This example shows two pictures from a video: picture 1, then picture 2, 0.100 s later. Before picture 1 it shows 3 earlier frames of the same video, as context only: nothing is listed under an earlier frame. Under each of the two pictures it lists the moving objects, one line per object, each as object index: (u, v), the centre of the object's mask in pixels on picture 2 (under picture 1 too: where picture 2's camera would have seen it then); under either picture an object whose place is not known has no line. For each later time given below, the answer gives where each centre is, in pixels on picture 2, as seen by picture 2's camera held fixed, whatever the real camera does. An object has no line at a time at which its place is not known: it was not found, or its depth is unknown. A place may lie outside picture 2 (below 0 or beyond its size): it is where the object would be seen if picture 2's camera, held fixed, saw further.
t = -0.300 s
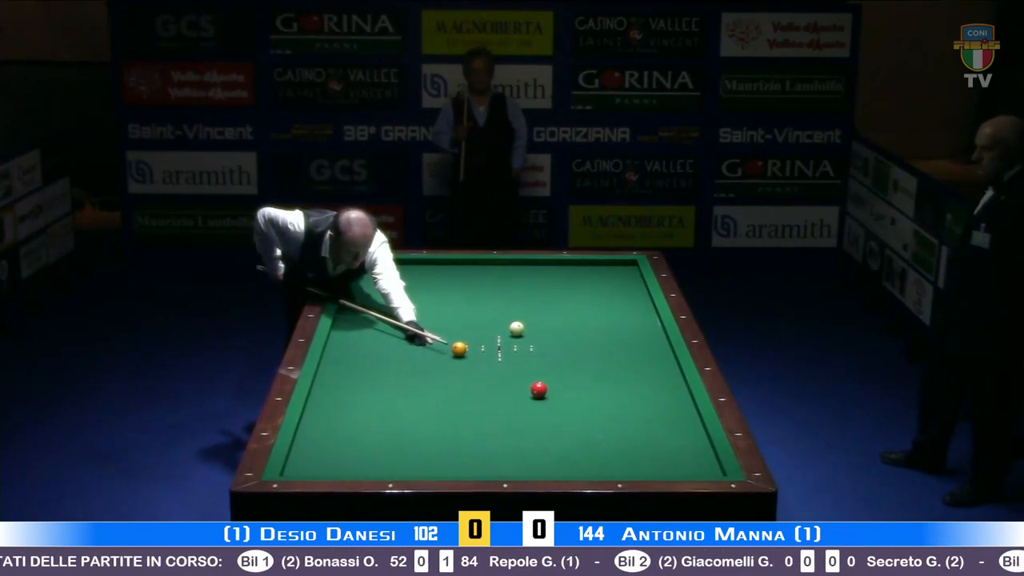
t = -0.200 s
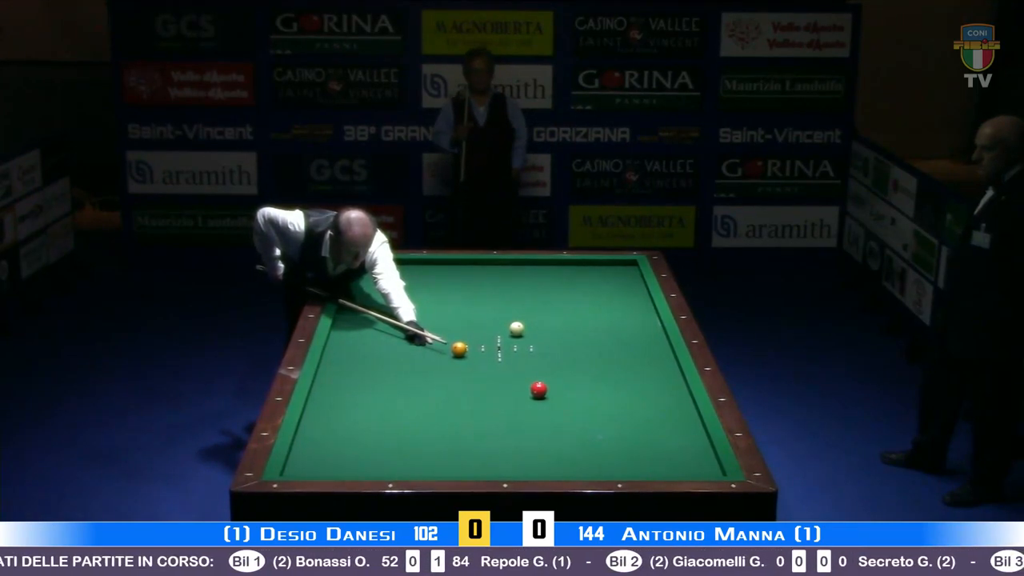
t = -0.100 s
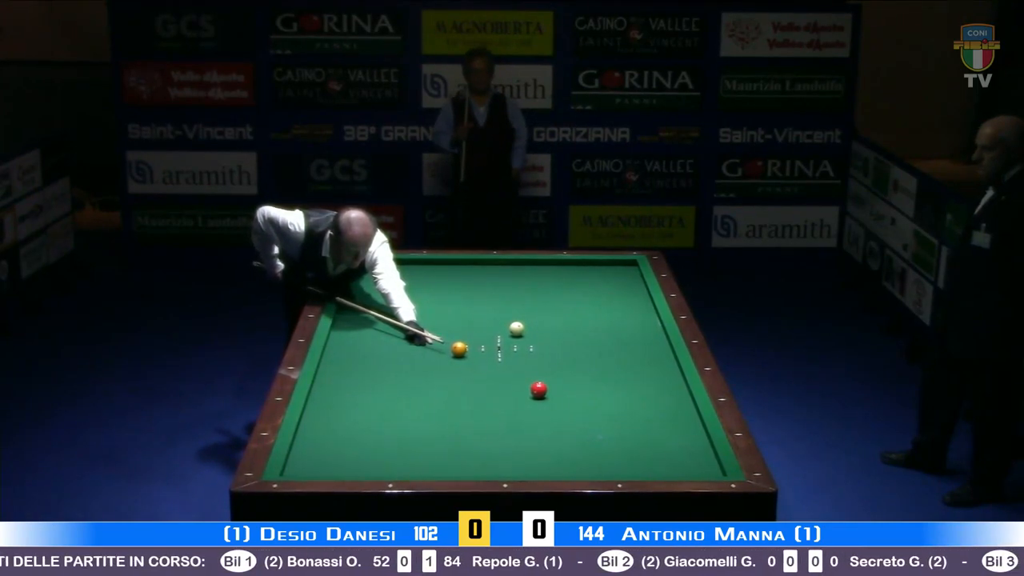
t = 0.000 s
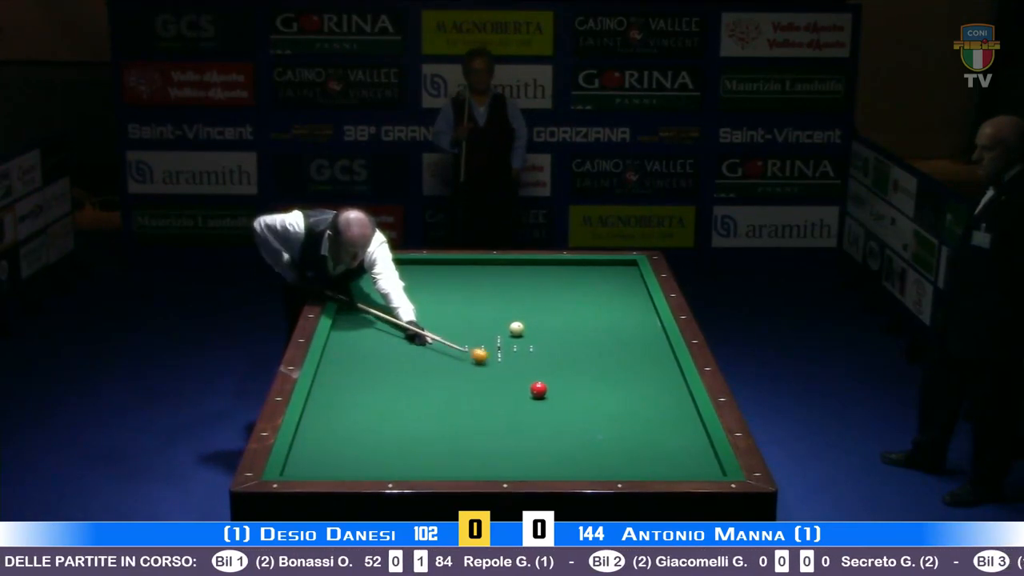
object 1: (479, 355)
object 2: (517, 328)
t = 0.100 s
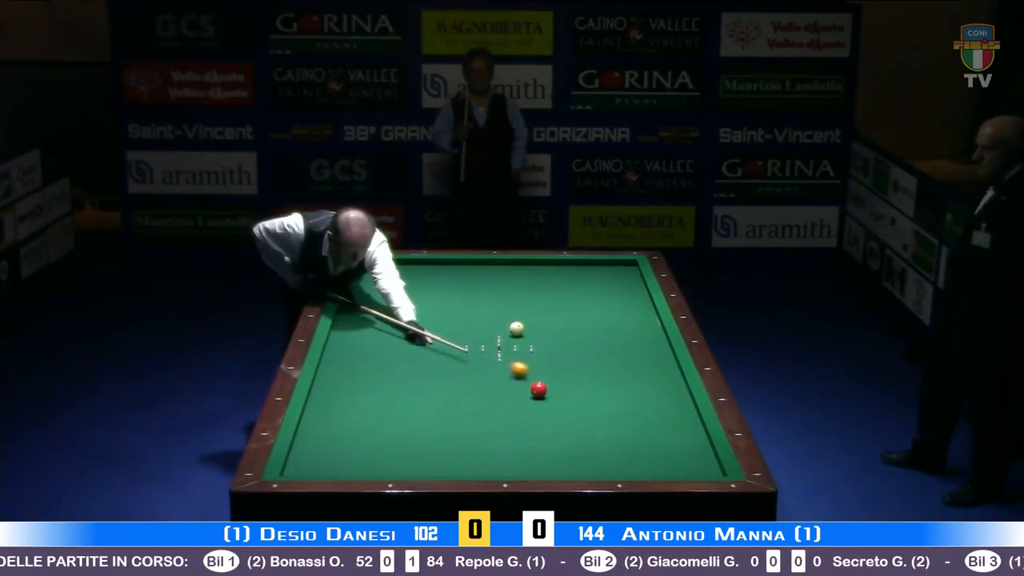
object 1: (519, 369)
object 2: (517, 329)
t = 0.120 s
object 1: (527, 371)
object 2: (517, 328)
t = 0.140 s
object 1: (534, 374)
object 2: (517, 328)
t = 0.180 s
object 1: (550, 379)
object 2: (517, 328)
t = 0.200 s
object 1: (557, 382)
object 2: (517, 329)
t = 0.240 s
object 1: (572, 388)
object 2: (517, 328)
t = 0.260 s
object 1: (580, 390)
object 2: (517, 329)
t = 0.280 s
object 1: (588, 393)
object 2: (517, 328)
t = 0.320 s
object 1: (603, 399)
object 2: (517, 328)
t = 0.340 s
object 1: (611, 401)
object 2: (517, 328)
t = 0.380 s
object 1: (627, 407)
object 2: (517, 328)
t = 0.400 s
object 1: (635, 410)
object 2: (516, 328)
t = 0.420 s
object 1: (643, 413)
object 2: (516, 328)
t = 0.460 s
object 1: (660, 419)
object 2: (517, 328)
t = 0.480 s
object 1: (668, 421)
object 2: (517, 328)
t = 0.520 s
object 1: (685, 428)
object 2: (517, 328)
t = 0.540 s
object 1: (694, 431)
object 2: (517, 328)
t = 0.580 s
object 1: (696, 438)
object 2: (517, 328)
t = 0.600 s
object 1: (690, 441)
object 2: (517, 328)
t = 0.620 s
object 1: (685, 444)
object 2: (517, 329)
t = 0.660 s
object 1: (676, 451)
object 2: (517, 328)
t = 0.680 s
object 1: (671, 454)
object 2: (517, 328)
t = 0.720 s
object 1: (662, 461)
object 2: (517, 328)
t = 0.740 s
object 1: (657, 464)
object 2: (517, 328)
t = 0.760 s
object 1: (653, 467)
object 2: (517, 328)
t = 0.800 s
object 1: (645, 471)
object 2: (517, 328)
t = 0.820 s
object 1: (638, 470)
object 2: (517, 329)
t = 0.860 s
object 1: (625, 467)
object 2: (517, 328)
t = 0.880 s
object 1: (617, 465)
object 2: (516, 329)
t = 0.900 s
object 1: (611, 463)
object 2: (517, 329)
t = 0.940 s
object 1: (598, 457)
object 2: (517, 328)
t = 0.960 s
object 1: (592, 455)
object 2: (517, 328)
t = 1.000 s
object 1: (579, 451)
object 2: (517, 328)
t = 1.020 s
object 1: (573, 448)
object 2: (517, 329)
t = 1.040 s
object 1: (567, 446)
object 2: (517, 328)
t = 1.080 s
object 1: (556, 442)
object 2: (517, 328)
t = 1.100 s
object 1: (550, 440)
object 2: (517, 328)
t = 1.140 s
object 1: (538, 437)
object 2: (517, 328)
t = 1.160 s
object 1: (533, 435)
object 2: (517, 328)
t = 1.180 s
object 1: (527, 434)
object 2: (516, 328)
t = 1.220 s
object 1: (516, 430)
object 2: (517, 328)
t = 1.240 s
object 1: (511, 428)
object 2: (517, 329)
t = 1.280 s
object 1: (500, 425)
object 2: (517, 328)
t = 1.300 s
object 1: (495, 423)
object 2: (517, 328)
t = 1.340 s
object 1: (484, 420)
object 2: (517, 329)
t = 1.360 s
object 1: (479, 418)
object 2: (517, 328)
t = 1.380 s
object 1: (473, 417)
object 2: (517, 328)
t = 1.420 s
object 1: (463, 413)
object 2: (517, 328)
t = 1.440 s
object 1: (458, 412)
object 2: (517, 328)
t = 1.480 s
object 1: (448, 408)
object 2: (517, 328)
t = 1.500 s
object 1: (443, 407)
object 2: (517, 328)
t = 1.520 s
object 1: (438, 405)
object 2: (517, 328)
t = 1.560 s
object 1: (428, 402)
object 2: (517, 328)
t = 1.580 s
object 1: (423, 401)
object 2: (517, 328)
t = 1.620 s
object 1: (413, 398)
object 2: (517, 328)
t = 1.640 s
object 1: (409, 397)
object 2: (517, 328)
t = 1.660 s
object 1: (404, 395)
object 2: (517, 328)
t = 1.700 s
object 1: (394, 392)
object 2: (517, 328)
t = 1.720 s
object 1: (390, 391)
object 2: (516, 328)
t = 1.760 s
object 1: (381, 388)
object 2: (516, 328)
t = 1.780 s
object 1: (376, 387)
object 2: (517, 329)
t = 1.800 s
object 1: (372, 385)
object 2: (517, 328)
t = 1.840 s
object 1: (363, 382)
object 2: (517, 328)
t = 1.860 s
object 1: (358, 381)
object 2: (516, 328)
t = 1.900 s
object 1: (349, 378)
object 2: (517, 328)
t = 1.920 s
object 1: (345, 377)
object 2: (516, 328)
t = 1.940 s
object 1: (341, 376)
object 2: (517, 328)
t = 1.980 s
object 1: (332, 373)
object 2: (517, 328)
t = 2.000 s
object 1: (328, 372)
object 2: (517, 328)
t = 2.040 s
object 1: (325, 369)
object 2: (517, 328)
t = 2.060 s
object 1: (329, 367)
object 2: (517, 328)
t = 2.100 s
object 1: (337, 365)
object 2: (517, 328)
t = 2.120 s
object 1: (341, 364)
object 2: (516, 328)
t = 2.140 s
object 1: (345, 362)
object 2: (516, 328)
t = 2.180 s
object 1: (351, 360)
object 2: (516, 329)
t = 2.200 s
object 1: (354, 359)
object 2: (516, 328)
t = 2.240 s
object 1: (360, 356)
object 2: (517, 328)
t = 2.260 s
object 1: (363, 355)
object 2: (517, 328)
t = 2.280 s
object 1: (365, 354)
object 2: (516, 328)
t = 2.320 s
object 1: (371, 351)
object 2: (517, 328)
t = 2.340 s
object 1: (374, 351)
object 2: (516, 328)
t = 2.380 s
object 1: (379, 348)
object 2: (516, 328)
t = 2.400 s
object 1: (382, 347)
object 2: (517, 328)
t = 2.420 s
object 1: (385, 346)
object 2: (517, 328)
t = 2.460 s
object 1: (390, 343)
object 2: (517, 328)
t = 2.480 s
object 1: (392, 342)
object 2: (516, 328)
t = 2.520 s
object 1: (398, 340)
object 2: (517, 328)
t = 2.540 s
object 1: (401, 339)
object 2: (516, 328)
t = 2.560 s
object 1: (403, 338)
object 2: (517, 328)
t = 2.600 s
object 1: (409, 336)
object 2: (517, 328)
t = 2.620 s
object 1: (411, 335)
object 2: (517, 328)
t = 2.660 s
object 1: (416, 332)
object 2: (517, 328)
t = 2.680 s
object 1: (419, 331)
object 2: (517, 328)
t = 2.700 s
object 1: (421, 330)
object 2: (517, 328)
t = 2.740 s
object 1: (426, 329)
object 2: (517, 329)
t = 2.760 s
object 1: (428, 327)
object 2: (517, 328)
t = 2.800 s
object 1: (433, 325)
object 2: (517, 328)
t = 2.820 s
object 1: (436, 324)
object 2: (517, 328)
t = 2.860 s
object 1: (440, 322)
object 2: (517, 328)
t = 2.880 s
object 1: (443, 321)
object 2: (517, 328)
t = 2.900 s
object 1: (445, 320)
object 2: (517, 329)
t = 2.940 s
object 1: (450, 318)
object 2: (517, 328)
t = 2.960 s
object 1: (452, 317)
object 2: (516, 328)
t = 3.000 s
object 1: (457, 315)
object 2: (516, 328)
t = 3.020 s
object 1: (459, 314)
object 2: (516, 328)
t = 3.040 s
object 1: (461, 313)
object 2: (517, 328)
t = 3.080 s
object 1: (466, 311)
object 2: (517, 328)
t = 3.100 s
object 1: (468, 311)
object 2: (517, 328)
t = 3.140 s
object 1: (472, 309)
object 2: (517, 328)
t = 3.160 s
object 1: (474, 308)
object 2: (516, 328)
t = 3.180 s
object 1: (477, 307)
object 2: (517, 328)
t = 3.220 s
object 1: (481, 305)
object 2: (517, 328)
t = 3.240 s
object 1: (483, 304)
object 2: (517, 328)
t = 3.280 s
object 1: (487, 302)
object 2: (517, 328)
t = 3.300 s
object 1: (489, 301)
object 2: (517, 328)
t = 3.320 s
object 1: (491, 301)
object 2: (517, 328)
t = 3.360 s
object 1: (495, 299)
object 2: (517, 328)
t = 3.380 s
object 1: (498, 298)
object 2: (517, 328)
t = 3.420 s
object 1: (502, 296)
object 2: (517, 328)
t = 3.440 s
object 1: (504, 296)
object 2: (517, 329)
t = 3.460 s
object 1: (506, 294)
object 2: (517, 328)
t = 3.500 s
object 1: (510, 293)
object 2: (517, 329)
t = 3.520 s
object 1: (512, 292)
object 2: (517, 328)
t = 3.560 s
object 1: (516, 290)
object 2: (517, 328)
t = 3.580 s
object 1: (518, 290)
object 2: (517, 328)
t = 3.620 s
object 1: (521, 288)
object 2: (517, 328)
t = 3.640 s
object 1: (523, 287)
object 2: (516, 329)
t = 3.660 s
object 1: (525, 286)
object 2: (517, 328)
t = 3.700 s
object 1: (529, 285)
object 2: (516, 328)
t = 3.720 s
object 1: (531, 284)
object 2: (517, 328)
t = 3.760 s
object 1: (534, 283)
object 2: (517, 328)
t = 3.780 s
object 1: (536, 282)
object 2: (516, 329)
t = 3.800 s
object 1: (538, 281)
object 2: (516, 328)
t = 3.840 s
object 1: (542, 279)
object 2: (516, 328)
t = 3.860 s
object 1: (544, 278)
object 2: (517, 328)
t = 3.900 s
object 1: (547, 277)
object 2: (516, 328)
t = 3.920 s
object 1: (549, 276)
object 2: (517, 328)
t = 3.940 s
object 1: (550, 276)
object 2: (516, 328)
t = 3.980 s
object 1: (554, 274)
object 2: (516, 328)
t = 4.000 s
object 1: (556, 273)
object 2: (516, 329)
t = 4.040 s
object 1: (559, 272)
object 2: (516, 328)
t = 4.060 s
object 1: (561, 272)
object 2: (517, 328)
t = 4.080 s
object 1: (563, 270)
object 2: (517, 328)
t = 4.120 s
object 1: (566, 269)
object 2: (516, 328)
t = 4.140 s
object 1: (568, 268)
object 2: (516, 328)
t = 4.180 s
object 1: (571, 267)
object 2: (516, 328)
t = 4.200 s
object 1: (572, 266)
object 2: (516, 328)
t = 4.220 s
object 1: (574, 265)
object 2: (516, 328)
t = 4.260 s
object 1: (577, 264)
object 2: (516, 329)
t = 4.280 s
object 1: (579, 263)
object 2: (517, 328)
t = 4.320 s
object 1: (582, 262)
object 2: (516, 328)
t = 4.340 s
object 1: (584, 261)
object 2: (517, 328)
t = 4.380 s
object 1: (588, 262)
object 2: (517, 328)
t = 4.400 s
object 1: (590, 263)
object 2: (517, 328)
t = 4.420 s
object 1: (592, 263)
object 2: (516, 328)
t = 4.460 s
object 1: (596, 264)
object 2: (516, 328)
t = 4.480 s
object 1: (598, 264)
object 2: (517, 328)
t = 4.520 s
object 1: (603, 265)
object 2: (516, 329)
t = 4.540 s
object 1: (605, 266)
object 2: (517, 328)
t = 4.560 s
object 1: (607, 266)
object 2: (516, 328)
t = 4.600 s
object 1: (611, 267)
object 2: (517, 328)
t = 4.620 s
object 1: (613, 268)
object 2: (516, 328)
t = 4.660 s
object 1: (617, 268)
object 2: (516, 328)
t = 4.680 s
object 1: (619, 269)
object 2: (516, 328)
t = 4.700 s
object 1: (621, 269)
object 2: (517, 328)
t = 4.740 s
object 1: (625, 270)
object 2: (517, 328)
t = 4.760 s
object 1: (627, 271)
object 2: (516, 328)
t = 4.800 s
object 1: (632, 271)
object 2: (516, 328)
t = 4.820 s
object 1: (634, 272)
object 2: (516, 328)
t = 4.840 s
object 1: (635, 272)
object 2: (516, 328)
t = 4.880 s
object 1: (633, 273)
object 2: (517, 328)
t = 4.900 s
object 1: (632, 273)
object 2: (516, 328)
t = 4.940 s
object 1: (630, 274)
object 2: (516, 328)
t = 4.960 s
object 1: (629, 275)
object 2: (516, 328)
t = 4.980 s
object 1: (627, 275)
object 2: (517, 328)
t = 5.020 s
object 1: (626, 276)
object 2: (517, 328)
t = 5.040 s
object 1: (624, 276)
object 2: (516, 328)
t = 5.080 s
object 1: (623, 277)
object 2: (517, 328)
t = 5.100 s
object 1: (621, 278)
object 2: (516, 328)
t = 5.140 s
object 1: (619, 278)
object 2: (516, 328)
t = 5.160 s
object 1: (619, 279)
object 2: (516, 328)
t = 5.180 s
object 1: (618, 279)
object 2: (517, 328)
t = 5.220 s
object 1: (616, 280)
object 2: (517, 328)
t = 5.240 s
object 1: (614, 281)
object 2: (516, 328)
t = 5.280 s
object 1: (613, 281)
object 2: (517, 328)
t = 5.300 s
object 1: (611, 282)
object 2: (516, 328)
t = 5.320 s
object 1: (610, 283)
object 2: (517, 328)
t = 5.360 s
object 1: (609, 283)
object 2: (516, 329)
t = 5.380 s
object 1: (608, 284)
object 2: (516, 328)
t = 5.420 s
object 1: (606, 284)
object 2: (516, 328)
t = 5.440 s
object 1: (605, 285)
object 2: (516, 328)
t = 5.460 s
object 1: (604, 285)
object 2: (516, 329)
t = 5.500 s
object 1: (602, 286)
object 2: (516, 328)
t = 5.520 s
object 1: (601, 287)
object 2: (516, 329)
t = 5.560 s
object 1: (598, 288)
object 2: (516, 329)
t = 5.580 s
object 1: (598, 288)
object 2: (516, 328)
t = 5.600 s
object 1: (597, 289)
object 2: (517, 328)
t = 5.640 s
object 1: (595, 289)
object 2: (517, 328)
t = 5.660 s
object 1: (593, 290)
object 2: (516, 329)
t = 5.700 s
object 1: (591, 291)
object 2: (517, 328)
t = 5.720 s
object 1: (590, 291)
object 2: (516, 329)
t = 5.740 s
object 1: (590, 291)
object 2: (517, 328)
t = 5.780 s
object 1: (587, 293)
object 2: (516, 329)
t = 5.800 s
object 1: (586, 293)
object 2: (517, 328)
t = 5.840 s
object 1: (584, 294)
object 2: (517, 328)
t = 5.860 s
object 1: (583, 294)
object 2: (516, 328)
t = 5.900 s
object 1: (582, 295)
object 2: (517, 328)
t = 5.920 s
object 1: (580, 295)
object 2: (516, 328)
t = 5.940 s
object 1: (580, 296)
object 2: (517, 328)
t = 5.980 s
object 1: (577, 297)
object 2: (516, 328)
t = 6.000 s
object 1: (577, 297)
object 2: (517, 328)
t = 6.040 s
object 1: (574, 298)
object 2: (517, 328)
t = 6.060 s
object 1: (573, 298)
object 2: (517, 328)
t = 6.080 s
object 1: (572, 299)
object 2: (517, 329)
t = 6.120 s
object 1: (570, 300)
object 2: (516, 329)
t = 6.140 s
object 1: (569, 300)
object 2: (516, 328)
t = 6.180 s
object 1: (567, 301)
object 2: (516, 328)
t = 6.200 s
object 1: (566, 301)
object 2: (516, 328)
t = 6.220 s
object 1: (565, 302)
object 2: (516, 328)
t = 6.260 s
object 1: (563, 302)
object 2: (516, 328)
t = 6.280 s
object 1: (562, 303)
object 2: (516, 328)
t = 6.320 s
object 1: (560, 304)
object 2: (517, 328)
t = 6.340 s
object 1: (559, 304)
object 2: (517, 328)
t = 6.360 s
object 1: (558, 304)
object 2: (516, 328)
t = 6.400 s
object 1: (556, 305)
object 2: (516, 328)
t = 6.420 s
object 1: (555, 306)
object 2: (517, 328)
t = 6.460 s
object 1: (553, 307)
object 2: (517, 328)
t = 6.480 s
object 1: (552, 307)
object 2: (517, 328)
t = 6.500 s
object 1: (551, 308)
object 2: (516, 328)
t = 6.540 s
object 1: (549, 309)
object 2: (516, 328)
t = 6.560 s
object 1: (548, 309)
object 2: (516, 328)
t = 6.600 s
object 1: (546, 310)
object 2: (517, 328)
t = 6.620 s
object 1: (545, 310)
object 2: (517, 328)
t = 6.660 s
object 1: (543, 311)
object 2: (516, 328)
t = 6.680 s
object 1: (542, 312)
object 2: (517, 329)
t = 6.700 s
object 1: (541, 312)
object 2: (517, 329)
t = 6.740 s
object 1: (539, 313)
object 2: (516, 329)
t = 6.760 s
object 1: (538, 314)
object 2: (517, 329)
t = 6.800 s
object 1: (536, 314)
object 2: (517, 329)
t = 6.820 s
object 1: (534, 315)
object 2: (516, 328)
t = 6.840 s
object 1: (534, 315)
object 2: (517, 329)
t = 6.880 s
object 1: (532, 316)
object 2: (516, 329)
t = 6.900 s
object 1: (531, 316)
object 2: (516, 329)
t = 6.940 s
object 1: (529, 317)
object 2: (516, 329)
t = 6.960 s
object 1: (528, 317)
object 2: (516, 329)
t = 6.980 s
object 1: (527, 318)
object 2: (516, 329)
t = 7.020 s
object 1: (525, 318)
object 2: (516, 329)
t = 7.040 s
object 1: (524, 318)
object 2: (516, 329)
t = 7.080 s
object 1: (522, 319)
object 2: (516, 329)
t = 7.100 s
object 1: (521, 319)
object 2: (516, 329)
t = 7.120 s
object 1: (520, 319)
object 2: (516, 329)
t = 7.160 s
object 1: (518, 319)
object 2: (516, 329)
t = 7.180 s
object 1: (517, 319)
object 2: (516, 329)
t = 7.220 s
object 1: (513, 320)
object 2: (516, 329)
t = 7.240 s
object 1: (512, 321)
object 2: (516, 329)
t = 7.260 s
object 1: (511, 321)
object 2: (516, 328)
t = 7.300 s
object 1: (508, 323)
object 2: (516, 328)
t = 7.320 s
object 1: (507, 324)
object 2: (516, 329)
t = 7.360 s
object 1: (505, 325)
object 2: (517, 329)
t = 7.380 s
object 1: (505, 325)
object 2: (517, 329)
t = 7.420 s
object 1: (502, 326)
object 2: (517, 329)
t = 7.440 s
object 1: (501, 326)
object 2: (518, 330)
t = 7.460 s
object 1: (500, 326)
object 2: (518, 330)
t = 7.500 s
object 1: (497, 327)
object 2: (519, 330)
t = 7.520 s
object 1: (496, 327)
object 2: (519, 330)
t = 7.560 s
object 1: (494, 327)
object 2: (519, 331)
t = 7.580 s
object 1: (492, 327)
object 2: (519, 331)
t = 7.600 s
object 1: (491, 327)
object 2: (519, 331)
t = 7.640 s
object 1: (488, 328)
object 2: (520, 331)
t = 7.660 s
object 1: (487, 328)
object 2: (520, 331)
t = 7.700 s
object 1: (485, 328)
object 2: (520, 332)
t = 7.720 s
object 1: (484, 328)
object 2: (520, 332)
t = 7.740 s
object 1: (482, 329)
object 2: (521, 332)
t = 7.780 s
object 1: (480, 329)
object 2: (521, 332)
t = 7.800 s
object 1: (478, 330)
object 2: (521, 332)
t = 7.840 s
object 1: (476, 330)
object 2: (522, 333)
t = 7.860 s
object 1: (475, 330)
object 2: (522, 333)
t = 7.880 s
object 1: (474, 331)
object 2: (522, 333)
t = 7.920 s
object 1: (471, 331)
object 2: (522, 333)
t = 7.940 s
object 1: (470, 331)
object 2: (522, 333)
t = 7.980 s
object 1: (468, 332)
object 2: (523, 334)
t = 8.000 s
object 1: (466, 332)
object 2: (523, 334)
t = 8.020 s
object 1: (465, 332)
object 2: (523, 334)
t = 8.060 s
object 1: (463, 332)
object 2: (523, 334)
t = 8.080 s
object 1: (462, 332)
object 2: (524, 334)
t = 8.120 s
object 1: (459, 333)
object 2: (524, 334)
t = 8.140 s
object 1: (458, 333)
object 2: (524, 334)
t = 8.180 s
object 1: (455, 333)
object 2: (524, 335)
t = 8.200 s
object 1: (454, 334)
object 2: (525, 335)
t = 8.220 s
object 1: (453, 334)
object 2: (525, 335)
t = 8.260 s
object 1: (451, 334)
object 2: (525, 335)
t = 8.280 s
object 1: (449, 335)
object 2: (525, 335)
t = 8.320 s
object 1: (447, 335)
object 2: (525, 335)
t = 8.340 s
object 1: (446, 335)
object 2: (526, 335)
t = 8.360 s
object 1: (445, 335)
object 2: (526, 336)
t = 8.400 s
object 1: (443, 336)
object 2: (526, 336)
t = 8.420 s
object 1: (441, 336)
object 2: (526, 336)
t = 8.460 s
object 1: (439, 336)
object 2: (527, 336)
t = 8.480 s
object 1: (438, 336)
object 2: (527, 336)
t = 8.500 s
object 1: (437, 337)
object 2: (527, 336)
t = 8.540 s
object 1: (434, 337)
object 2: (527, 337)
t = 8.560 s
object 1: (433, 337)
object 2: (527, 337)
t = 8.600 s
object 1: (431, 338)
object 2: (527, 337)
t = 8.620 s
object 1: (430, 338)
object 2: (527, 337)
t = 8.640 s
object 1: (428, 338)
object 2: (528, 337)
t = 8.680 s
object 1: (426, 339)
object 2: (528, 337)
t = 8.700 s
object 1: (425, 339)
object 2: (528, 337)
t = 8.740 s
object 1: (423, 339)
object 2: (528, 338)
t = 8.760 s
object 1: (422, 339)
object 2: (528, 337)
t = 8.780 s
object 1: (421, 340)
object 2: (528, 338)
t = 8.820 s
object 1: (418, 340)
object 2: (528, 338)
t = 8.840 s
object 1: (417, 340)
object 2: (528, 338)
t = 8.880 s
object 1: (415, 340)
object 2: (529, 338)
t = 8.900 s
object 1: (414, 341)
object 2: (529, 338)
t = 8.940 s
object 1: (412, 341)
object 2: (529, 338)
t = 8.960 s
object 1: (411, 341)
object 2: (529, 338)
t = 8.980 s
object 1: (410, 341)
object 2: (529, 338)
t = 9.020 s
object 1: (408, 342)
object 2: (529, 338)
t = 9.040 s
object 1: (406, 342)
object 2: (529, 339)
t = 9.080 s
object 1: (405, 342)
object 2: (530, 339)
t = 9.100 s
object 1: (403, 342)
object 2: (529, 339)
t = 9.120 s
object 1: (402, 342)
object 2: (530, 339)
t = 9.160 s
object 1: (400, 343)
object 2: (530, 339)
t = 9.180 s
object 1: (399, 343)
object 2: (530, 339)
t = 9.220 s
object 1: (397, 343)
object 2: (530, 339)
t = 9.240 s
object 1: (396, 344)
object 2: (530, 339)
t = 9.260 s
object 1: (395, 344)
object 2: (530, 339)
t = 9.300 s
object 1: (393, 344)
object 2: (530, 340)
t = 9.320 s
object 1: (392, 344)
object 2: (530, 340)
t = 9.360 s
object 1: (390, 345)
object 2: (530, 340)
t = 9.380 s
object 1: (389, 345)
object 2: (530, 340)
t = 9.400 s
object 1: (388, 345)
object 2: (530, 340)
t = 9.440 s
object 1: (386, 345)
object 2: (530, 340)
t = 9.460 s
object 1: (385, 346)
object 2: (530, 340)
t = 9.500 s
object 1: (383, 346)
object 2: (530, 340)
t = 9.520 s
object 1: (382, 346)
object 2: (530, 340)
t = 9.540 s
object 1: (381, 346)
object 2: (530, 340)
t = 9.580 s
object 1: (379, 347)
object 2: (530, 340)
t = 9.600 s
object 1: (378, 347)
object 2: (530, 340)
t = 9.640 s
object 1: (376, 347)
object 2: (530, 340)
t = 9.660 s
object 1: (375, 348)
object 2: (530, 340)
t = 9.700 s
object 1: (373, 348)
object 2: (530, 340)
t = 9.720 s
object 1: (372, 348)
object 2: (530, 340)
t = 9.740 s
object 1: (371, 348)
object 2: (530, 340)
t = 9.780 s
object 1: (369, 348)
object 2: (530, 340)
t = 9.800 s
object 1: (368, 348)
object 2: (531, 340)
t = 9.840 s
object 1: (366, 348)
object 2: (531, 340)
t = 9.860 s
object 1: (365, 349)
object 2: (531, 340)
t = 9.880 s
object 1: (364, 349)
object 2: (531, 340)
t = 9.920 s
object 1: (362, 349)
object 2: (531, 340)
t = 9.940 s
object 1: (361, 349)
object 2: (531, 341)
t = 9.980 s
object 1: (359, 350)
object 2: (531, 341)
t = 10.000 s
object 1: (359, 350)
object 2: (531, 340)
